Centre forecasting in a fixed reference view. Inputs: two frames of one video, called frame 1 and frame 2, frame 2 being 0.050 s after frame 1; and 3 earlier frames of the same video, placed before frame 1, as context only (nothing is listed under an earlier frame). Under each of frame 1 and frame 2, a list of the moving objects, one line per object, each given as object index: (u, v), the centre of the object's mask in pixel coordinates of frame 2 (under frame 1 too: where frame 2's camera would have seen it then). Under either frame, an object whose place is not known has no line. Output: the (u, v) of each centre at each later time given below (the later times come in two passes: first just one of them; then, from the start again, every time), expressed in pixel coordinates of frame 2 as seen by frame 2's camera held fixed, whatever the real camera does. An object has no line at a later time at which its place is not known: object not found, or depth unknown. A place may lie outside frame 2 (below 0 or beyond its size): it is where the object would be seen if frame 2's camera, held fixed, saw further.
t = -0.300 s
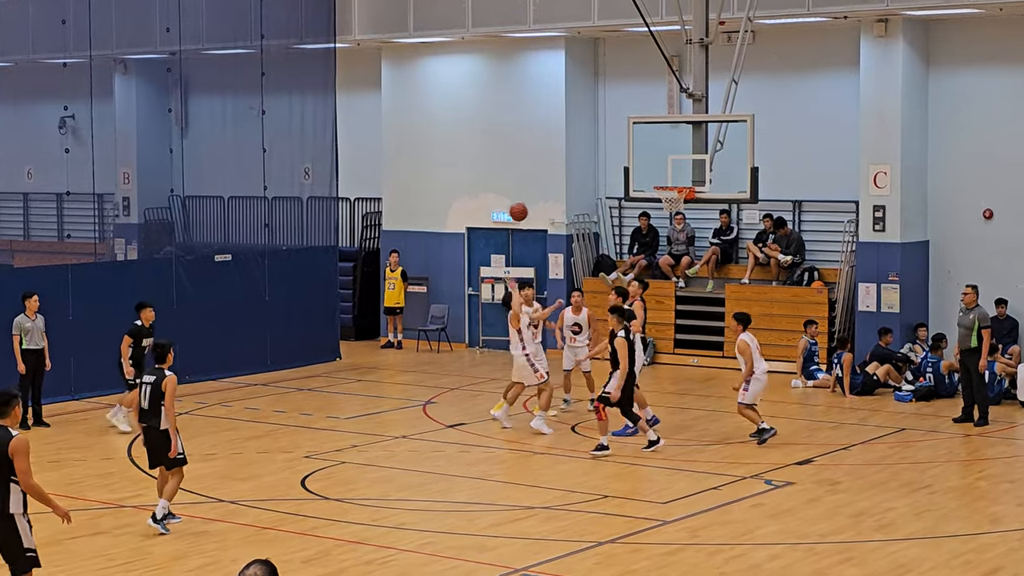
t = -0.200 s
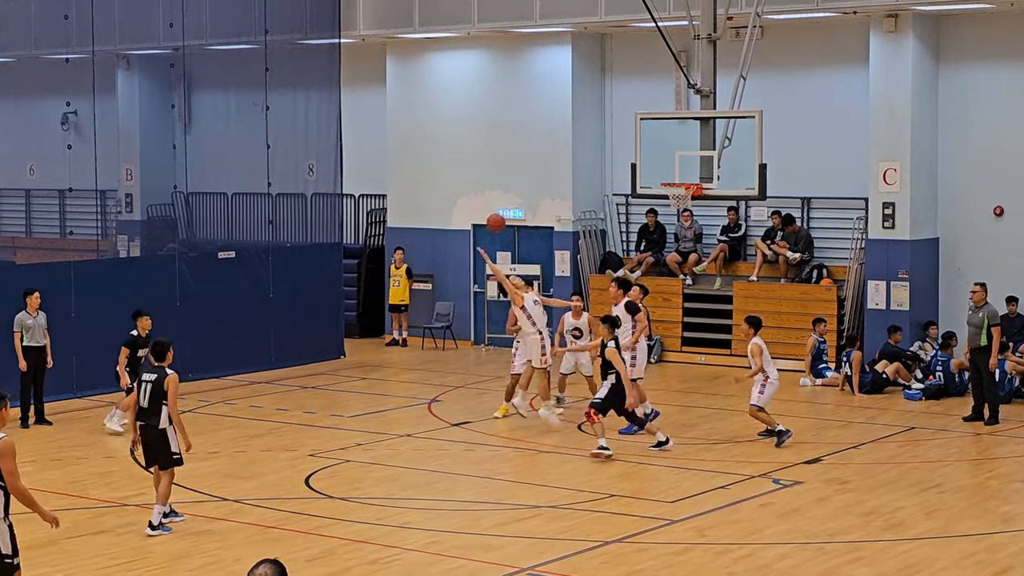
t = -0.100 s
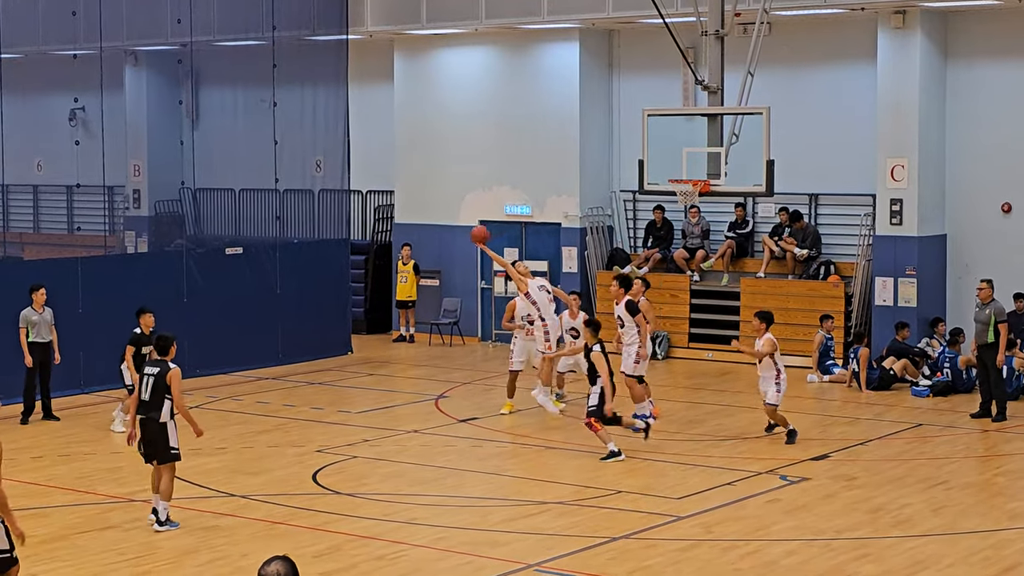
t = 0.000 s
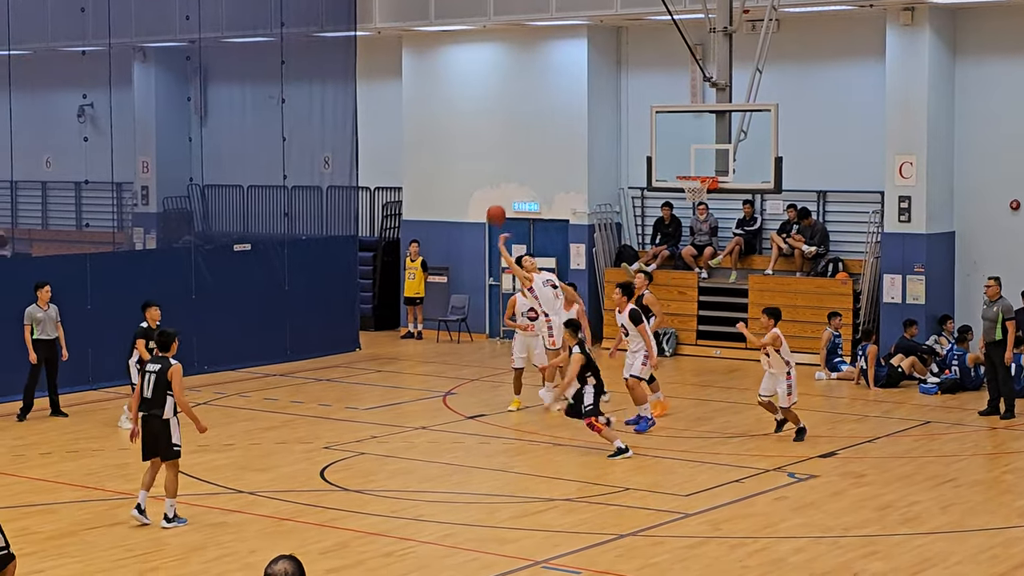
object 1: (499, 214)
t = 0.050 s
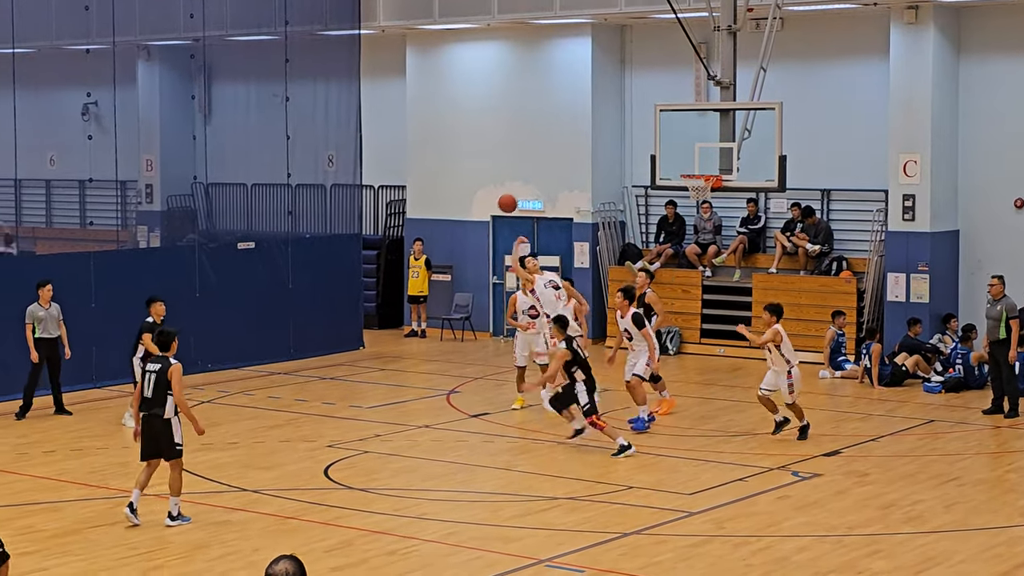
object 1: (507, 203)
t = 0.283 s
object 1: (542, 187)
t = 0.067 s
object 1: (509, 201)
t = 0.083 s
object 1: (512, 198)
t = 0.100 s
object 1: (514, 196)
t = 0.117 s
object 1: (517, 194)
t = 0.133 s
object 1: (520, 193)
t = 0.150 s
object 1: (522, 191)
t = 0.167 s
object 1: (524, 190)
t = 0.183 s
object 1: (527, 189)
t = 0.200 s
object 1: (530, 188)
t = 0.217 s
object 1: (532, 187)
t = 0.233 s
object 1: (535, 187)
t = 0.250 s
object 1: (537, 187)
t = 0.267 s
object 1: (540, 187)
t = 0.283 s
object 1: (542, 187)
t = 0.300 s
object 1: (545, 188)
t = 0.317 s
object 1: (547, 188)
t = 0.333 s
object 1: (550, 189)
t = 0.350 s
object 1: (552, 191)
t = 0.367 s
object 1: (555, 192)
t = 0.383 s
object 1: (557, 193)
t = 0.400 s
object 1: (560, 196)
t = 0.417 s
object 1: (562, 198)
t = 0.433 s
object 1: (565, 200)
